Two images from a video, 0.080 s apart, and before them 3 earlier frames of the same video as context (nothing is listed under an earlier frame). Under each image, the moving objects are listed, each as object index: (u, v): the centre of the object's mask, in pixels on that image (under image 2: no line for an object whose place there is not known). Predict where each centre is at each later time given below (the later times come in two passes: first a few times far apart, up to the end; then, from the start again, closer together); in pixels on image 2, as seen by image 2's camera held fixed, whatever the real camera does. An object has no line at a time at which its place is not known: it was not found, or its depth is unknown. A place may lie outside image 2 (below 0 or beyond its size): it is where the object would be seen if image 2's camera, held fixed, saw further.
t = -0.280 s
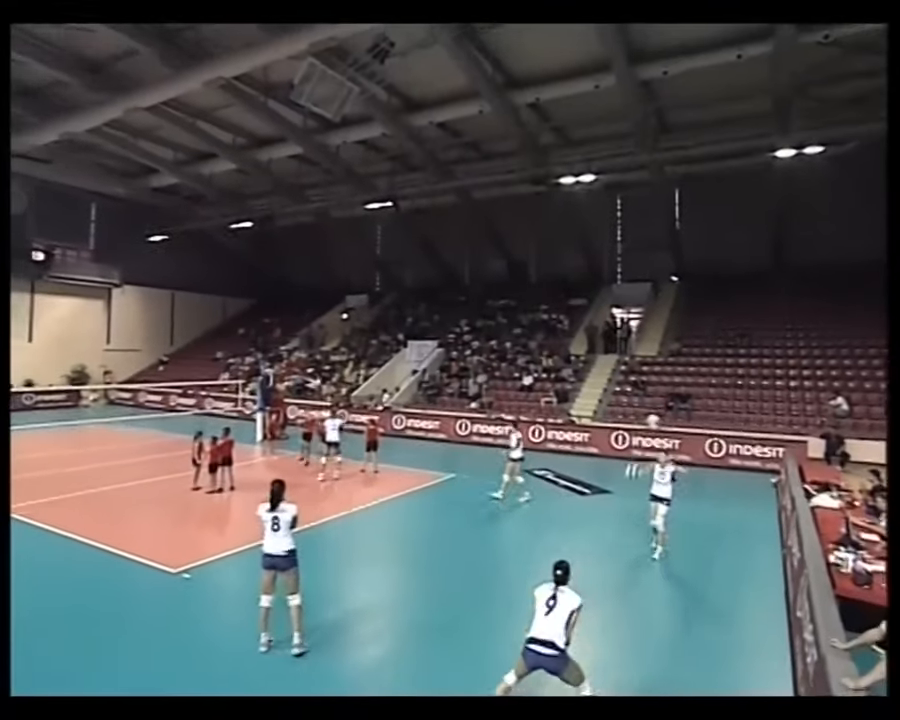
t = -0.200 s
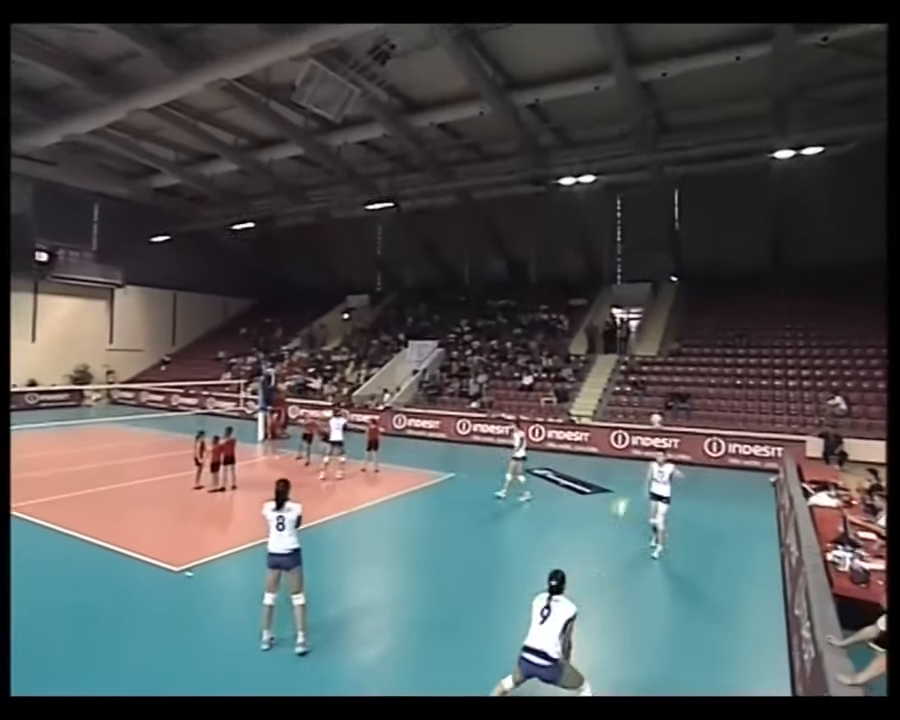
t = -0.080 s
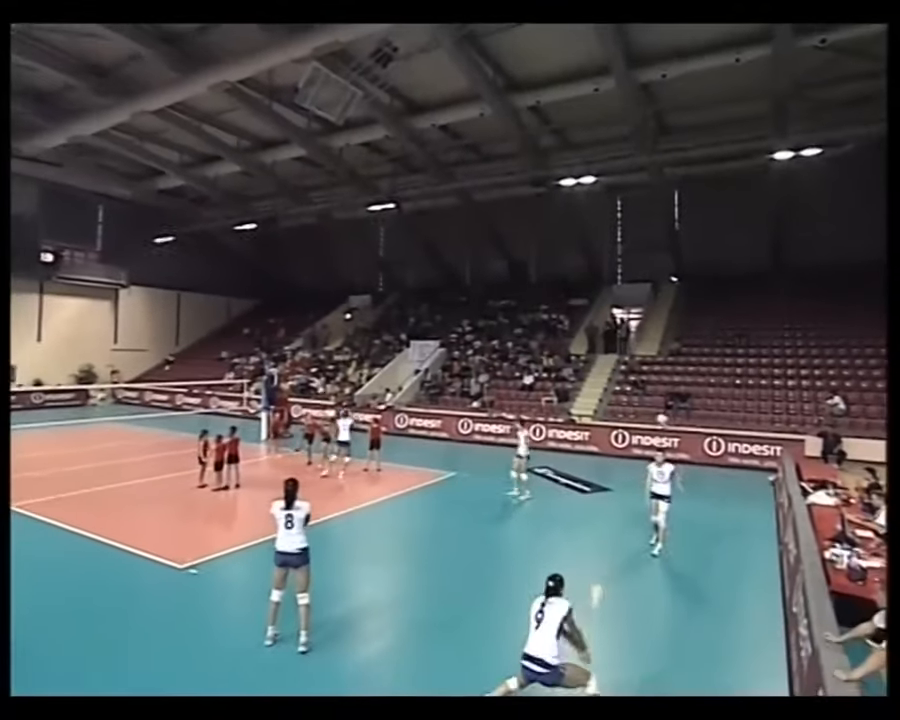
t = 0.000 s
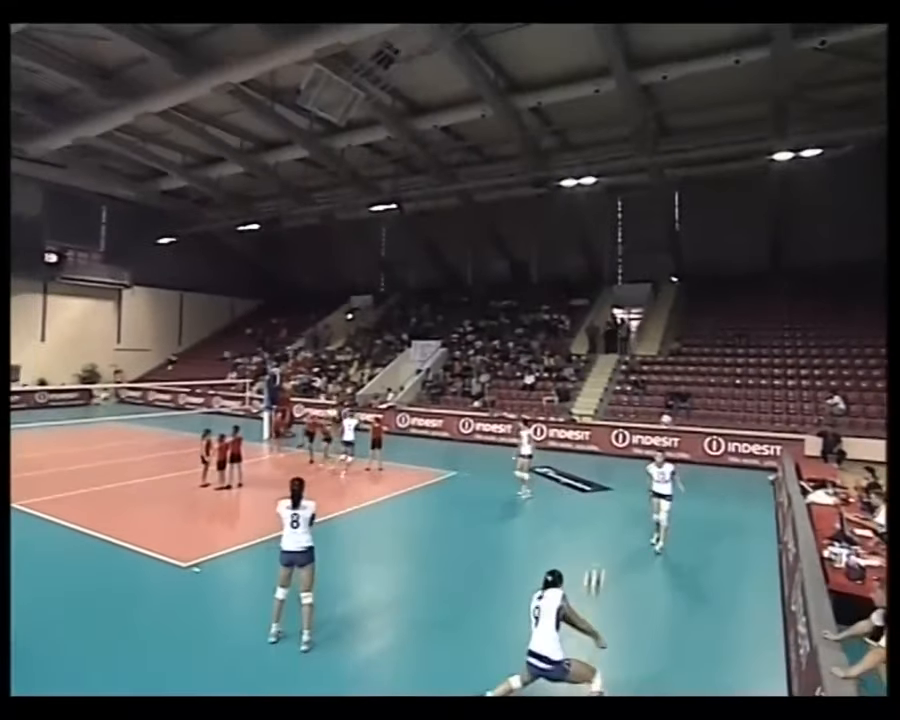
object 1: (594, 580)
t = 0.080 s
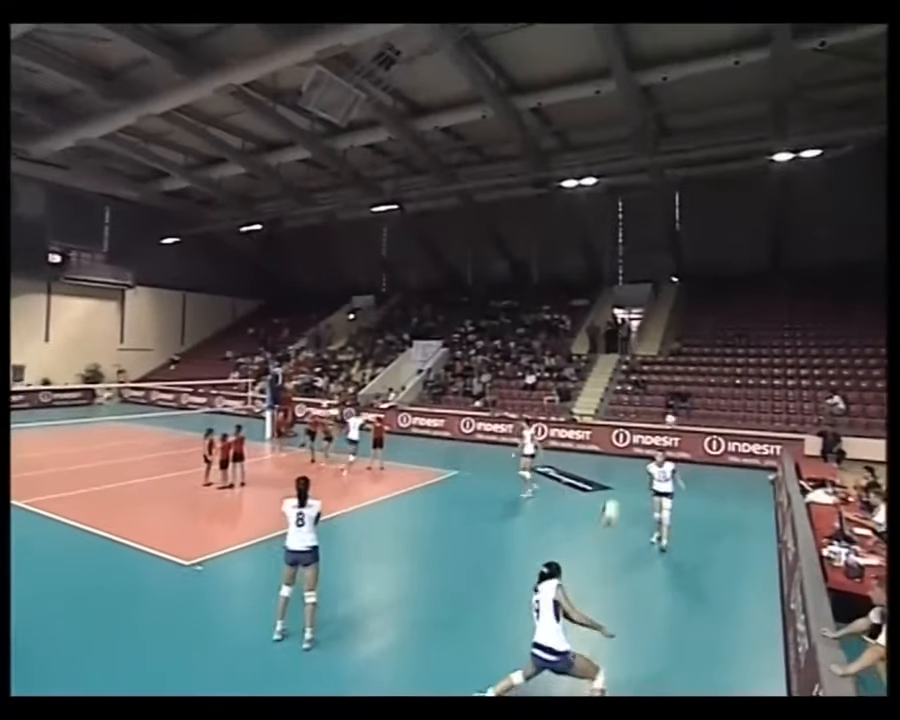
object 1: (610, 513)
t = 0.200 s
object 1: (627, 437)
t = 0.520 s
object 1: (661, 325)
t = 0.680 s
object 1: (675, 311)
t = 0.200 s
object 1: (627, 437)
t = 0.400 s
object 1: (651, 352)
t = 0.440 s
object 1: (655, 342)
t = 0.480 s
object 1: (657, 334)
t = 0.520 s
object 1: (661, 325)
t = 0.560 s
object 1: (664, 320)
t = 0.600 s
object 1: (667, 315)
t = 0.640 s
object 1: (671, 312)
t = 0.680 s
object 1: (675, 311)
